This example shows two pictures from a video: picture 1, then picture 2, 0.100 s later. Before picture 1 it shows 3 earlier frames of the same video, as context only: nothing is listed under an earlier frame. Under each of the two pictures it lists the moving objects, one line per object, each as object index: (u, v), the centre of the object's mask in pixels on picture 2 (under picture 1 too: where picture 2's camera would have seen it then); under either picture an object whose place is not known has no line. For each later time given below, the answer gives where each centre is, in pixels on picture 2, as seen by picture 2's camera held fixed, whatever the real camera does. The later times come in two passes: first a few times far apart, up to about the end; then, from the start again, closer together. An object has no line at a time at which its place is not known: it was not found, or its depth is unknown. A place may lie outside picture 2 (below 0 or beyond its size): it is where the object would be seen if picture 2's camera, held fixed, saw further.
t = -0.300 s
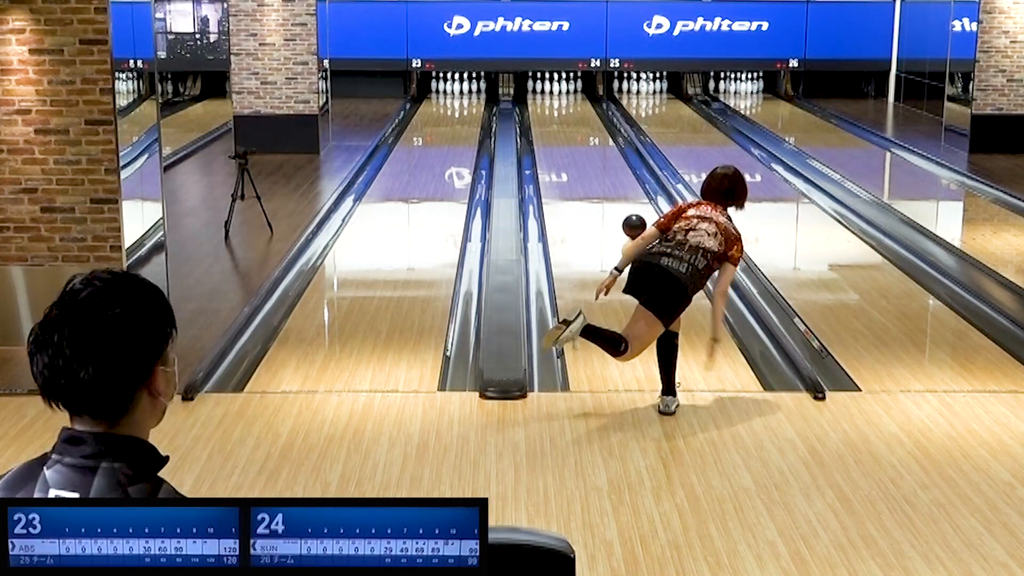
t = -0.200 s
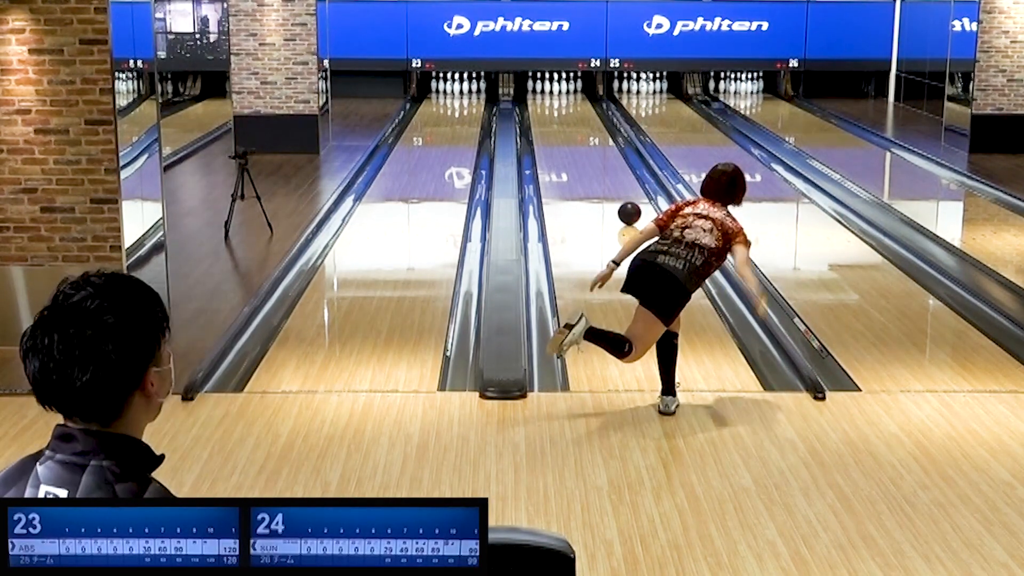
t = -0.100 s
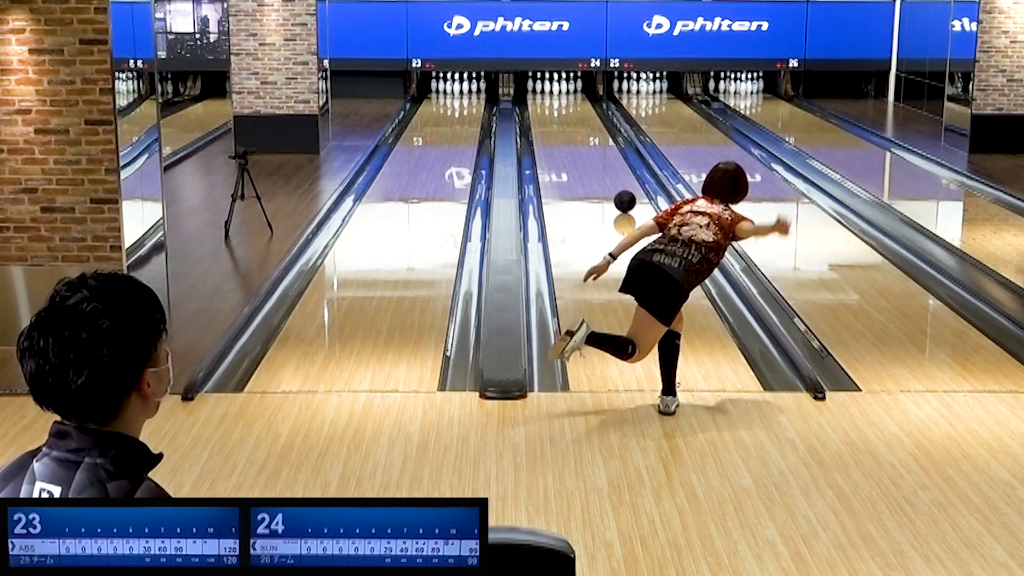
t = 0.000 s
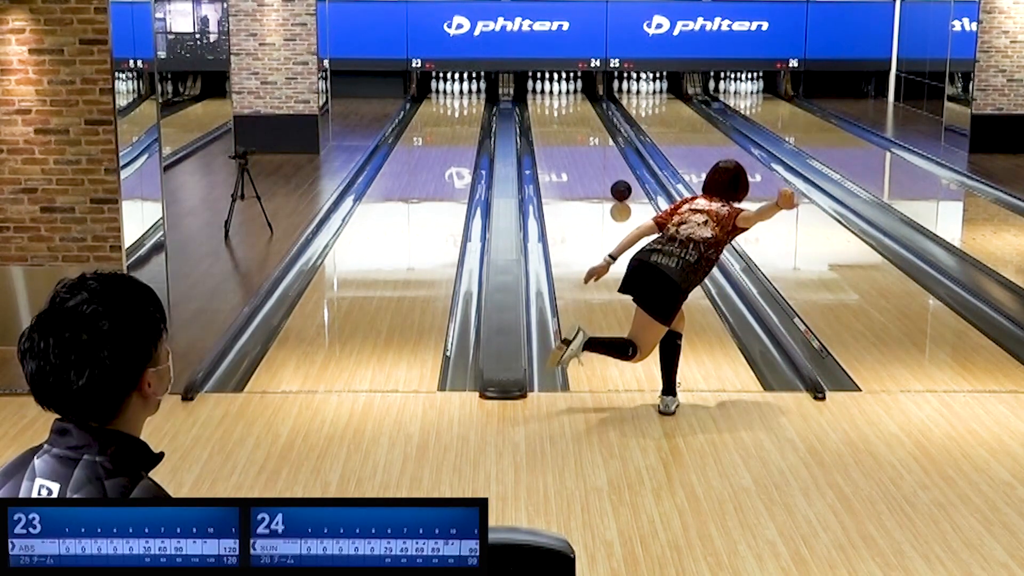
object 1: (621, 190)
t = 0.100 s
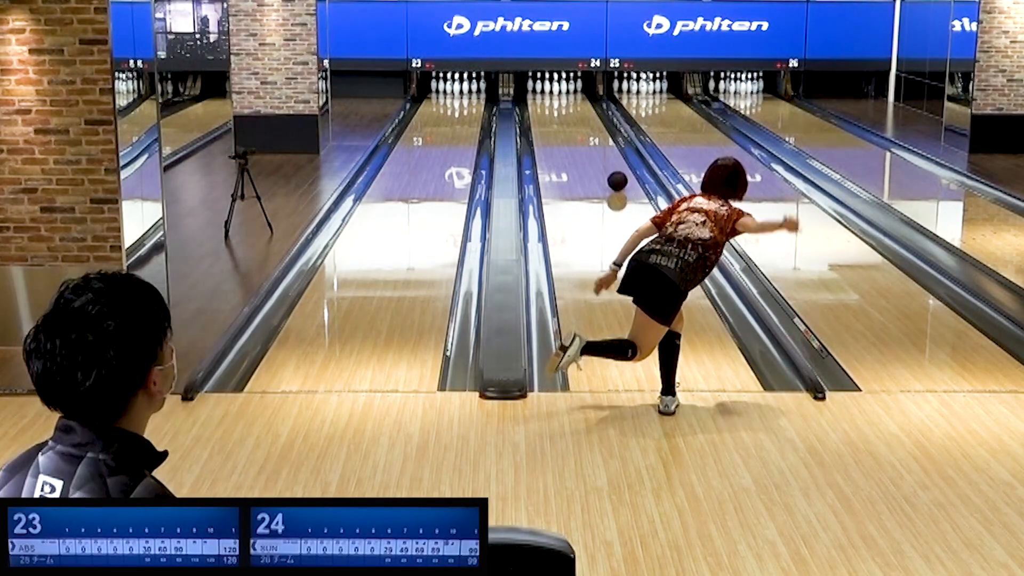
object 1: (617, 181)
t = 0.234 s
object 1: (613, 169)
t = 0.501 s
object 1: (605, 149)
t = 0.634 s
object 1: (602, 141)
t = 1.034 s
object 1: (591, 120)
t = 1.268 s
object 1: (586, 110)
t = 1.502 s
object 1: (579, 101)
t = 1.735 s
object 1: (571, 96)
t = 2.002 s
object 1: (563, 91)
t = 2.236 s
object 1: (561, 86)
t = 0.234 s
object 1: (613, 169)
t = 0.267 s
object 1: (612, 166)
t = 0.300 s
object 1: (611, 163)
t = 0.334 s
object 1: (610, 161)
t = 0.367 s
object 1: (609, 159)
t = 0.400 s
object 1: (608, 156)
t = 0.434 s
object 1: (607, 154)
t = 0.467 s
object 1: (606, 152)
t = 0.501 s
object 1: (605, 149)
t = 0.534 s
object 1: (604, 147)
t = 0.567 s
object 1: (603, 145)
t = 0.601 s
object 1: (602, 143)
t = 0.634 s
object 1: (602, 141)
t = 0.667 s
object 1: (601, 139)
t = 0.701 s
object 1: (599, 137)
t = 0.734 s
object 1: (598, 135)
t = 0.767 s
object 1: (598, 134)
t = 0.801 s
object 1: (597, 132)
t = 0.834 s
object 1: (596, 130)
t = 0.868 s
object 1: (595, 128)
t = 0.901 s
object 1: (595, 127)
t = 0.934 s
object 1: (594, 125)
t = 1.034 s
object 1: (591, 120)
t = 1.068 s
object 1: (590, 119)
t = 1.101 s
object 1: (590, 118)
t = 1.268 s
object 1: (586, 110)
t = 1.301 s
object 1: (585, 109)
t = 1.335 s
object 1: (584, 108)
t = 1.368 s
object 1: (583, 107)
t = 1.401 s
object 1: (582, 106)
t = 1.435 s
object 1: (581, 104)
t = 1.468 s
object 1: (580, 102)
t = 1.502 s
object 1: (579, 101)
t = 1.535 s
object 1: (579, 100)
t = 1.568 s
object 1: (578, 99)
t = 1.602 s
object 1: (576, 99)
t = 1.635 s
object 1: (575, 98)
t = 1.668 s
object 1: (573, 97)
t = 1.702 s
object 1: (572, 97)
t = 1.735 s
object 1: (571, 96)
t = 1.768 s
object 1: (570, 94)
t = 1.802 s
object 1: (568, 94)
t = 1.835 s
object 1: (566, 93)
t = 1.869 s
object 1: (566, 92)
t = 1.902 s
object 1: (564, 92)
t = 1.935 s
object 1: (563, 92)
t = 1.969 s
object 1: (562, 90)
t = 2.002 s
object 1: (563, 91)
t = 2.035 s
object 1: (562, 90)
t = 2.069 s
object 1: (561, 88)
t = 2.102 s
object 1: (561, 88)
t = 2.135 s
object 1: (560, 87)
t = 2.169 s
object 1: (560, 87)
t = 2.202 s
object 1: (561, 87)
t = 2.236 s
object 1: (561, 86)
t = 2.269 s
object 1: (561, 86)
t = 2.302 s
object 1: (562, 86)
